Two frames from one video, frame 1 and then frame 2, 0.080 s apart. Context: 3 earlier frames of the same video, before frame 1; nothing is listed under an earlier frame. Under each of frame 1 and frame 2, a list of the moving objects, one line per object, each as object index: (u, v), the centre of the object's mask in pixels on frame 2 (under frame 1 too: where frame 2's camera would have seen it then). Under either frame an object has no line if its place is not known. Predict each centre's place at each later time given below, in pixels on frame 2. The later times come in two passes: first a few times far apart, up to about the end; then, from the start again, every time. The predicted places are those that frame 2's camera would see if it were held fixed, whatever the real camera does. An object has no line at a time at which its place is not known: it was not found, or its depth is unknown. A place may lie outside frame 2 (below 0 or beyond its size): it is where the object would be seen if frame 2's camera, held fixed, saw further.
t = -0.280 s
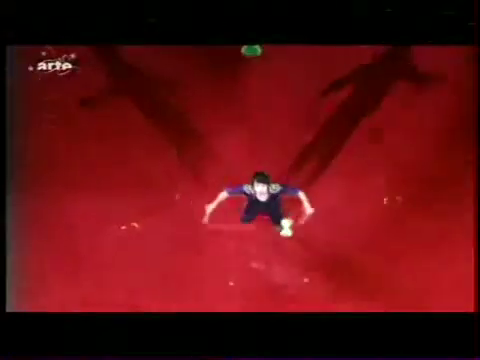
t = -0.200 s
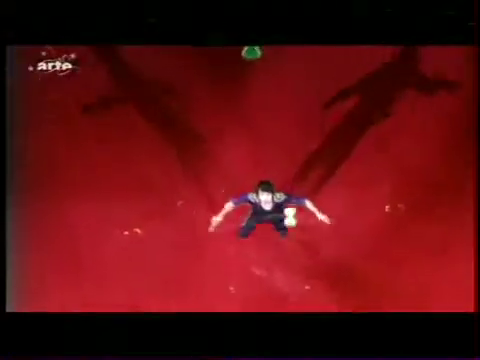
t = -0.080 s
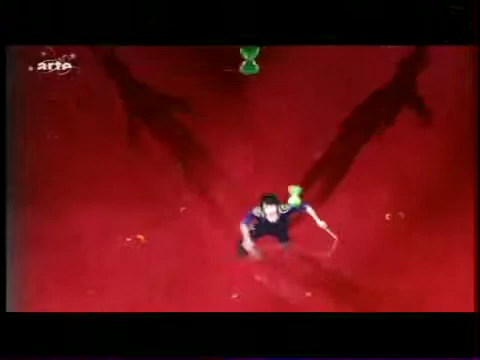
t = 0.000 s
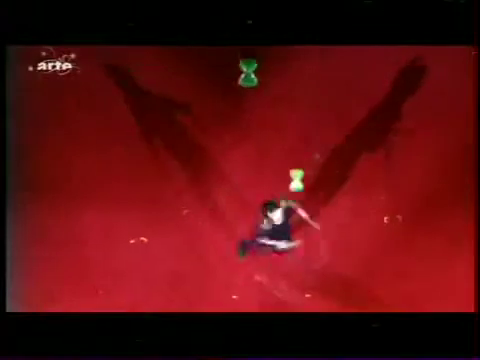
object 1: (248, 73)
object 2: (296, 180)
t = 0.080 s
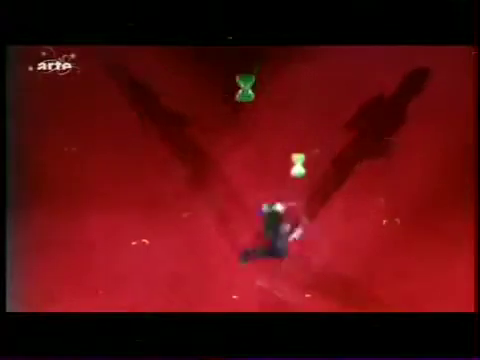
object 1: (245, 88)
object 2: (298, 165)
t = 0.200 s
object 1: (242, 110)
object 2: (301, 141)
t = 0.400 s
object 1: (237, 155)
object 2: (306, 103)
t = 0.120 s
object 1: (244, 96)
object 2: (299, 157)
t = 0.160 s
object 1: (243, 103)
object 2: (300, 149)
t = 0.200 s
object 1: (242, 110)
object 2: (301, 141)
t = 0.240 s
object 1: (241, 119)
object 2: (302, 133)
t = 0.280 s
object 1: (240, 128)
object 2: (303, 124)
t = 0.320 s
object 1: (239, 136)
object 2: (304, 116)
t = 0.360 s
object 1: (238, 146)
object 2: (305, 109)
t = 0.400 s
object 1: (237, 155)
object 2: (306, 103)
